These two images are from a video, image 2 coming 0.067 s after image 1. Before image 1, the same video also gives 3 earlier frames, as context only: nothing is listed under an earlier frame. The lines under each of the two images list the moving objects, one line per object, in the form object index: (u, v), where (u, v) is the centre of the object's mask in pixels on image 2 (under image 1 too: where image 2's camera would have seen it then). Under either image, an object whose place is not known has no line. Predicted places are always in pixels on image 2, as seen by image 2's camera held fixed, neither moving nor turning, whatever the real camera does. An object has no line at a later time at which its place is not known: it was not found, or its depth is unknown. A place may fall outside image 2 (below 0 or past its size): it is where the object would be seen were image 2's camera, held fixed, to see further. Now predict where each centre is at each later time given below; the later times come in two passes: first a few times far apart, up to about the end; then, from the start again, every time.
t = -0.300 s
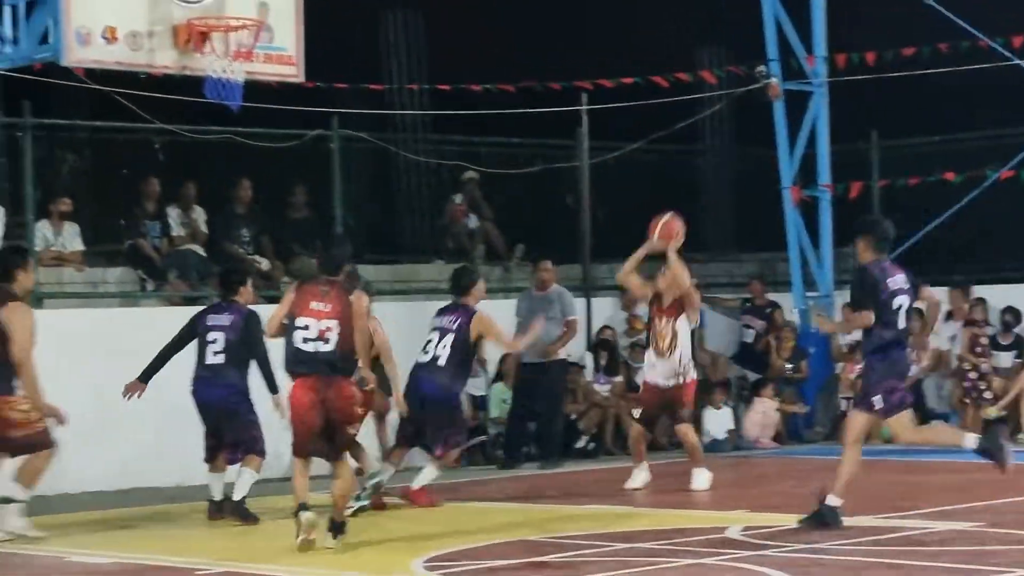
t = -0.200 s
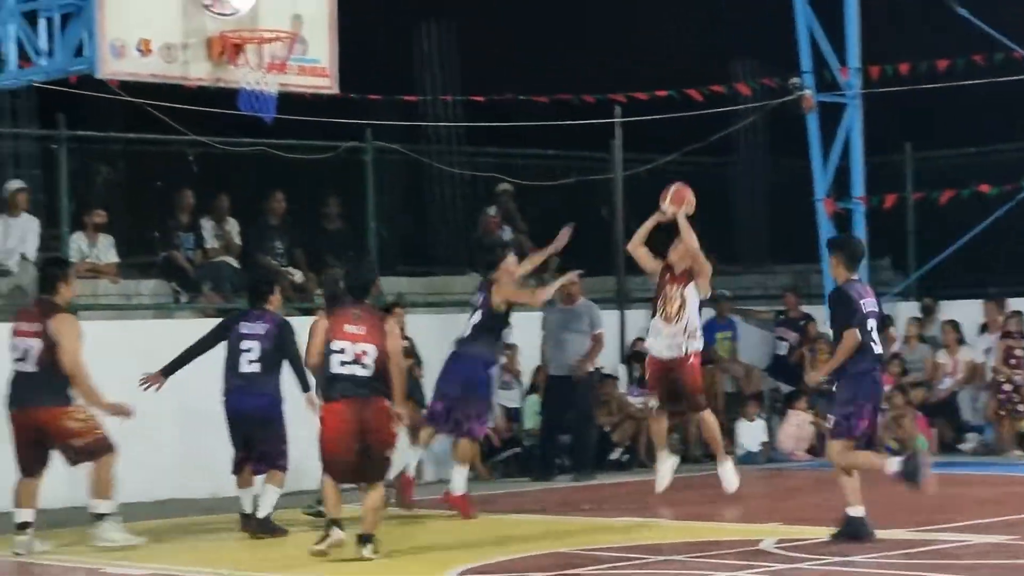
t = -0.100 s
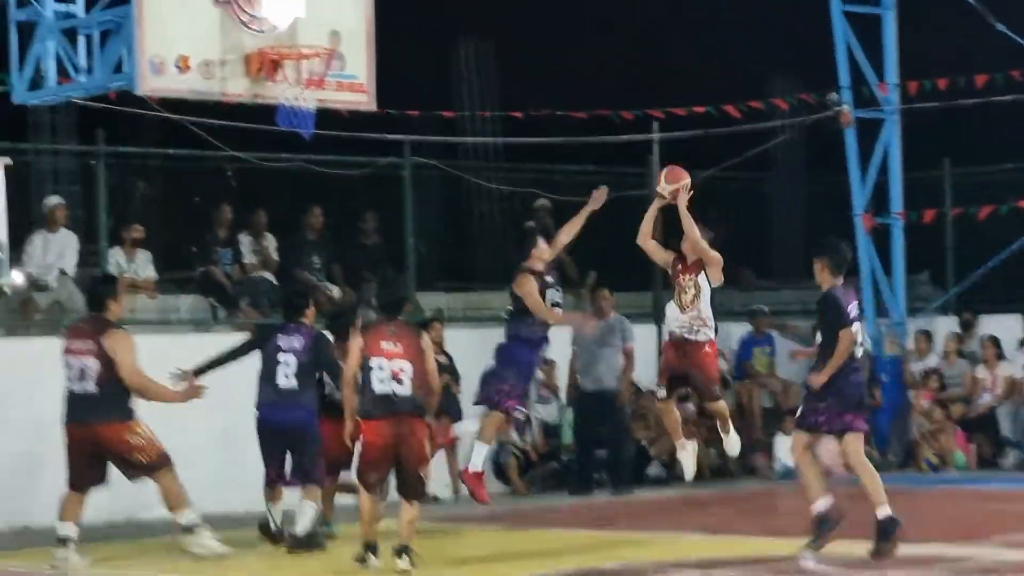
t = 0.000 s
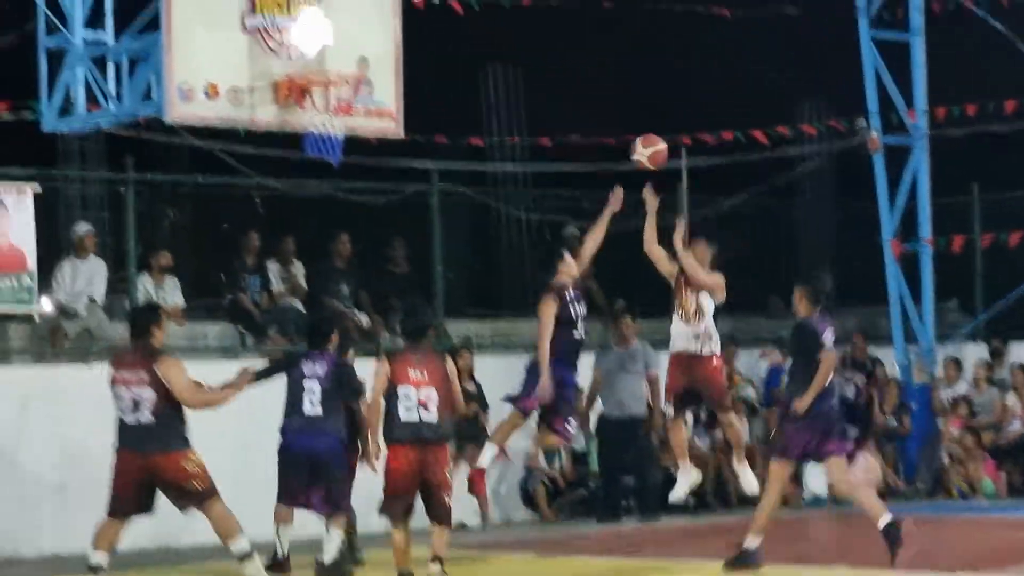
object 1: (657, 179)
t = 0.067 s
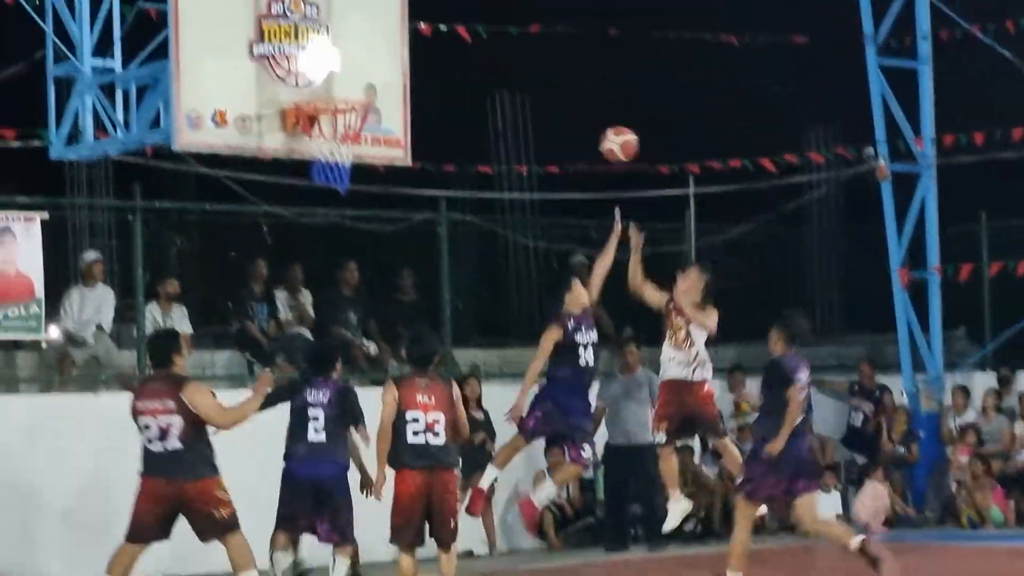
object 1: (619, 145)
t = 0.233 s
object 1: (525, 85)
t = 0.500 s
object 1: (370, 75)
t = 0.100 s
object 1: (600, 130)
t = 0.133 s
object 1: (582, 116)
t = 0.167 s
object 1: (563, 104)
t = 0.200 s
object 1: (544, 94)
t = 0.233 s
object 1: (525, 85)
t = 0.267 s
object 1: (506, 78)
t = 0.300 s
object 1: (486, 72)
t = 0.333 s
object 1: (467, 69)
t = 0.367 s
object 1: (448, 67)
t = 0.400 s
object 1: (429, 66)
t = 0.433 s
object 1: (410, 67)
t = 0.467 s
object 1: (390, 71)
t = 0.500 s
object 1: (370, 75)
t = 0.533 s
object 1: (351, 80)
